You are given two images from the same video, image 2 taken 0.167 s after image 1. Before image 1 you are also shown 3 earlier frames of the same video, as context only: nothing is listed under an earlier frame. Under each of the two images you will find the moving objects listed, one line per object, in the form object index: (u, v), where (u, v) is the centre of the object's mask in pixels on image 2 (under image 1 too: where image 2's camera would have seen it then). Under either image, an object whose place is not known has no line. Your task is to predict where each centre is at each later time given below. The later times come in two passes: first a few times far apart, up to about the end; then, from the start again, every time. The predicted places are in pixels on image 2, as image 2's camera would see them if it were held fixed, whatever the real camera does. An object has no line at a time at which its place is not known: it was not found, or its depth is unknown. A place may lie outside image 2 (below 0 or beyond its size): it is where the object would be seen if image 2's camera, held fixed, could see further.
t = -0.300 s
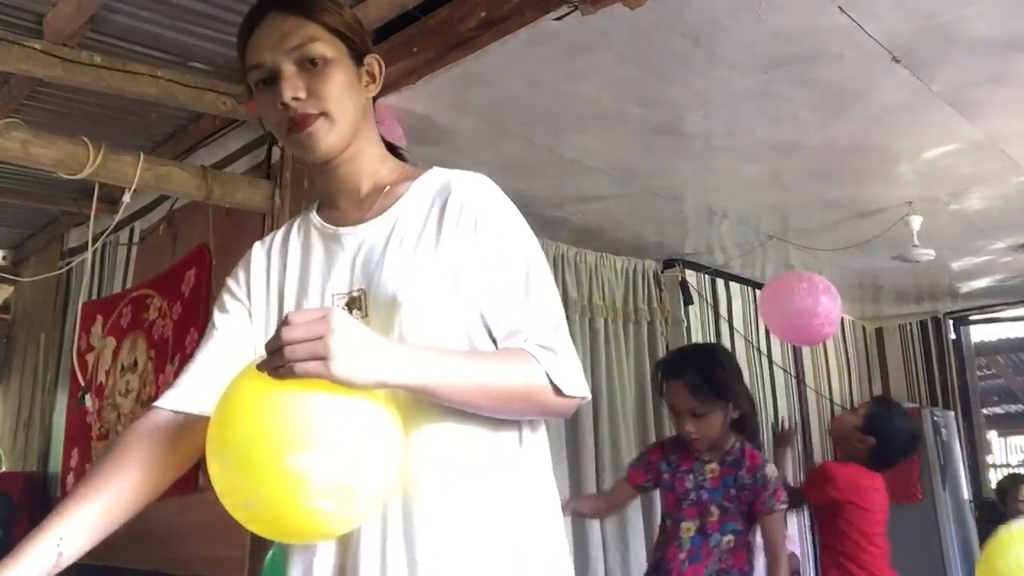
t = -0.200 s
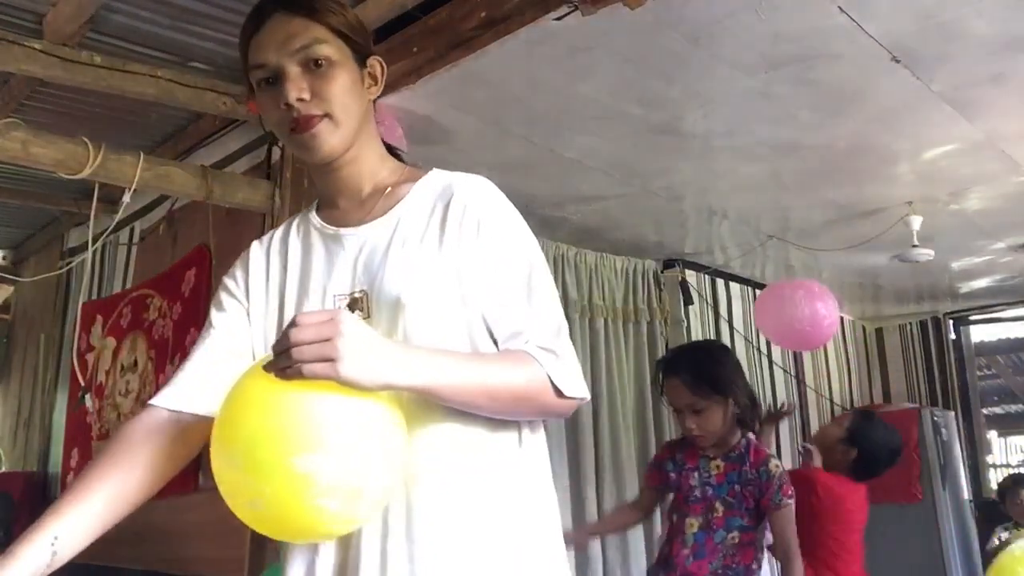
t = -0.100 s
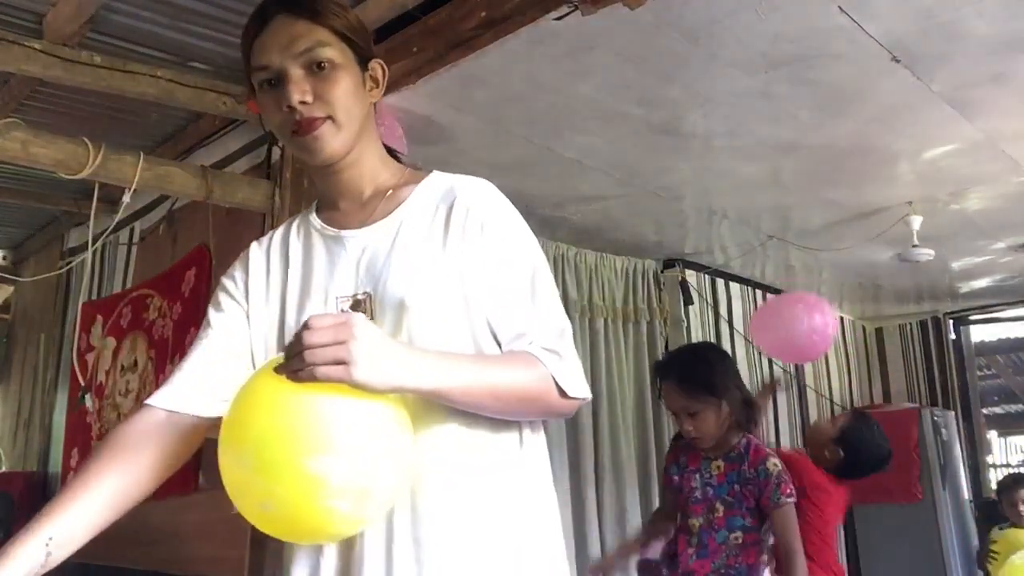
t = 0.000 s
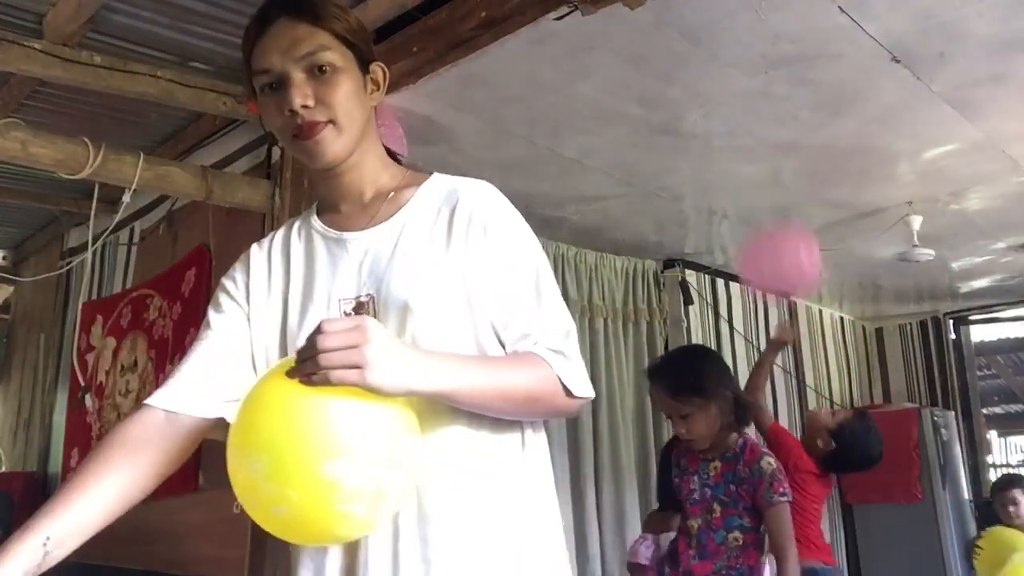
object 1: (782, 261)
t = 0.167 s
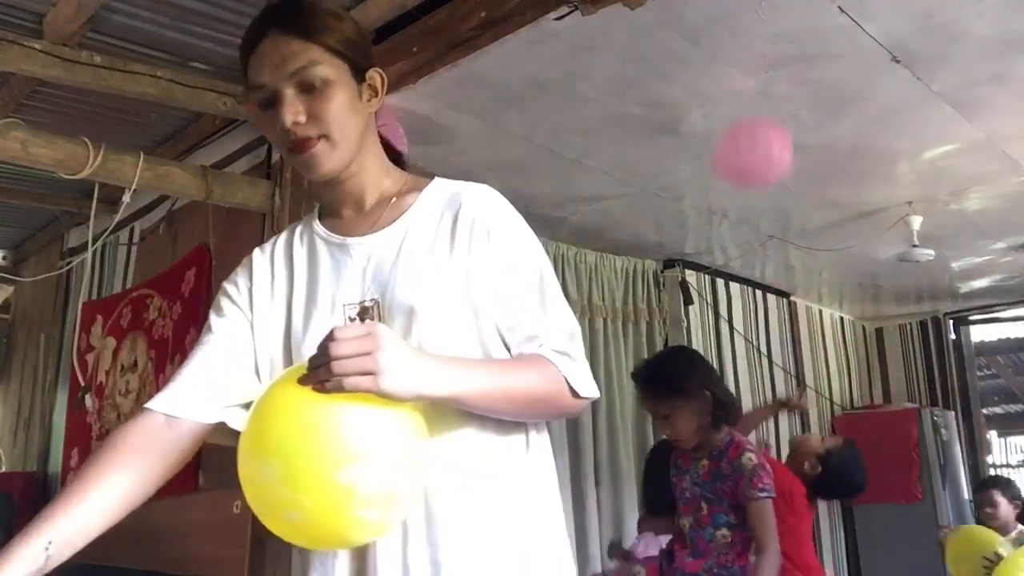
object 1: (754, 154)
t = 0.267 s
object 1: (747, 118)
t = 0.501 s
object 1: (739, 179)
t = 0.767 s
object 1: (746, 278)
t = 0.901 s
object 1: (751, 334)
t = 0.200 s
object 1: (752, 141)
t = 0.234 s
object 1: (749, 129)
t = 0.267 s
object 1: (747, 118)
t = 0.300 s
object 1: (746, 117)
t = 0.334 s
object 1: (744, 127)
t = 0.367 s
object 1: (742, 138)
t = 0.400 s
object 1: (741, 147)
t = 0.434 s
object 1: (739, 157)
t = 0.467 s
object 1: (739, 168)
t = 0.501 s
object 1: (739, 179)
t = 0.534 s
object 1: (739, 190)
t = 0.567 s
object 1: (739, 202)
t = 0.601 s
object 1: (740, 213)
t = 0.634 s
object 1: (741, 226)
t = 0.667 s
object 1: (741, 238)
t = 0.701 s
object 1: (743, 251)
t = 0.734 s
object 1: (745, 264)
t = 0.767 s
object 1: (746, 278)
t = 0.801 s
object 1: (747, 291)
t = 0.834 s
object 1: (749, 306)
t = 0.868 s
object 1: (750, 319)
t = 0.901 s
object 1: (751, 334)
